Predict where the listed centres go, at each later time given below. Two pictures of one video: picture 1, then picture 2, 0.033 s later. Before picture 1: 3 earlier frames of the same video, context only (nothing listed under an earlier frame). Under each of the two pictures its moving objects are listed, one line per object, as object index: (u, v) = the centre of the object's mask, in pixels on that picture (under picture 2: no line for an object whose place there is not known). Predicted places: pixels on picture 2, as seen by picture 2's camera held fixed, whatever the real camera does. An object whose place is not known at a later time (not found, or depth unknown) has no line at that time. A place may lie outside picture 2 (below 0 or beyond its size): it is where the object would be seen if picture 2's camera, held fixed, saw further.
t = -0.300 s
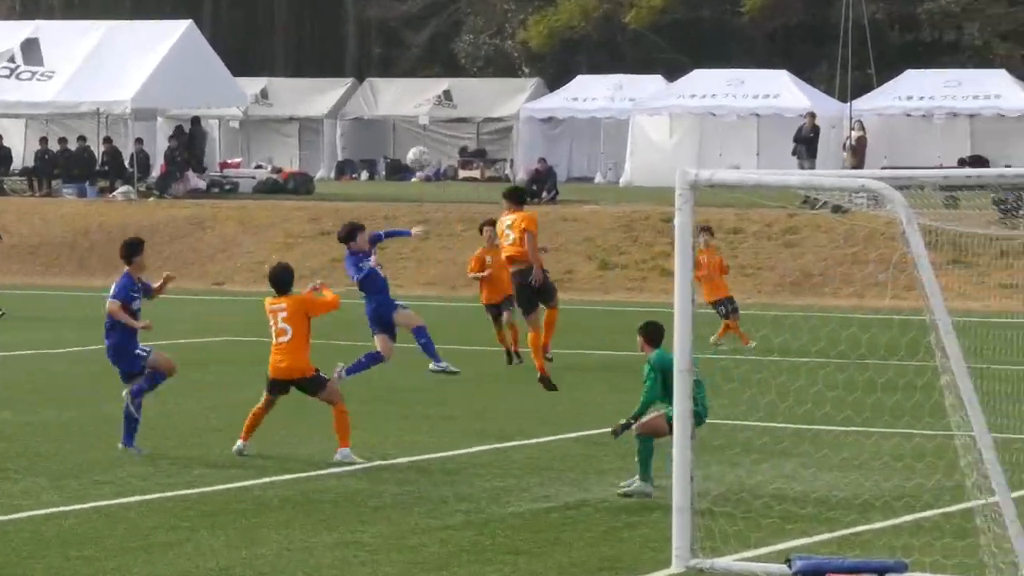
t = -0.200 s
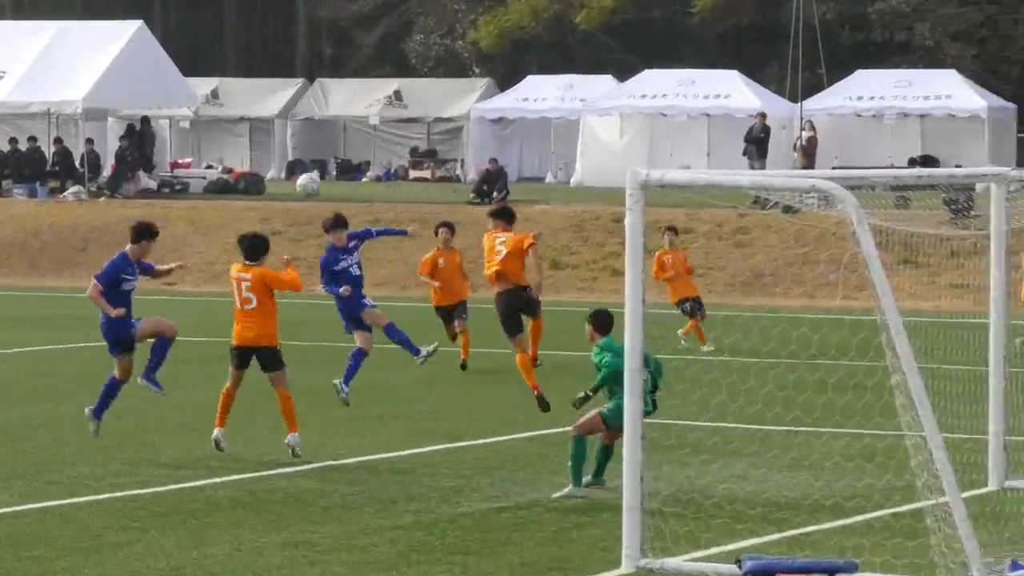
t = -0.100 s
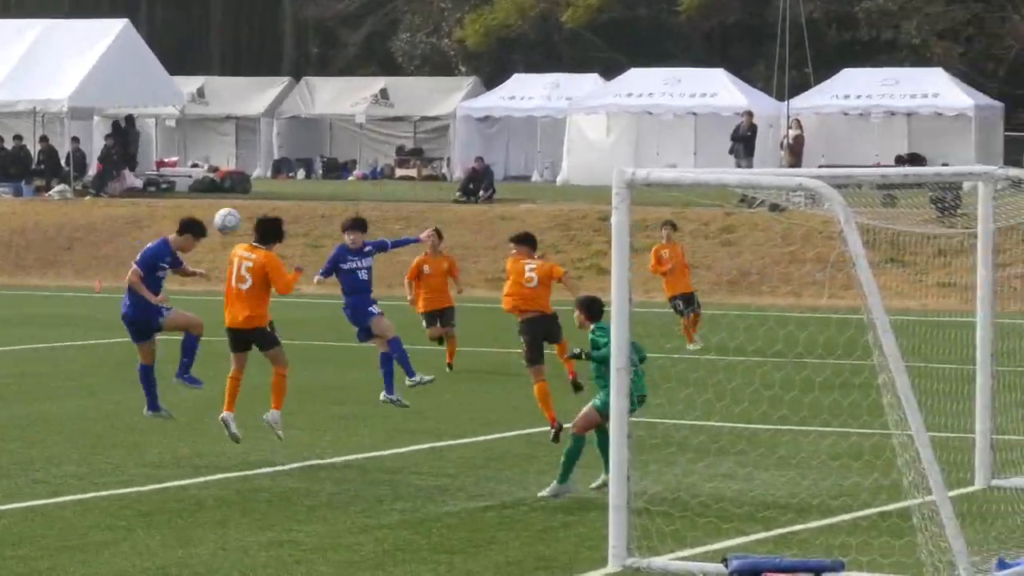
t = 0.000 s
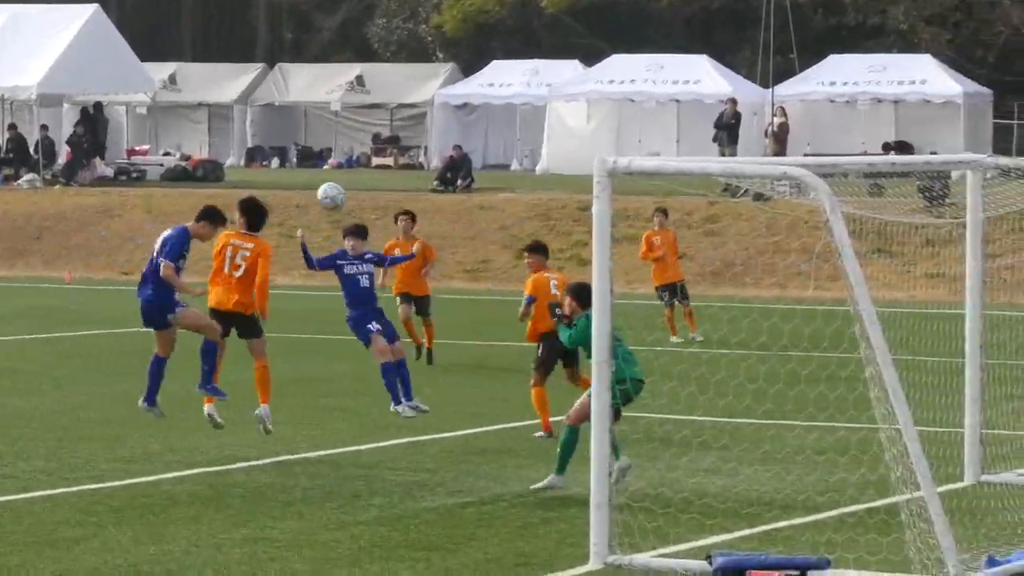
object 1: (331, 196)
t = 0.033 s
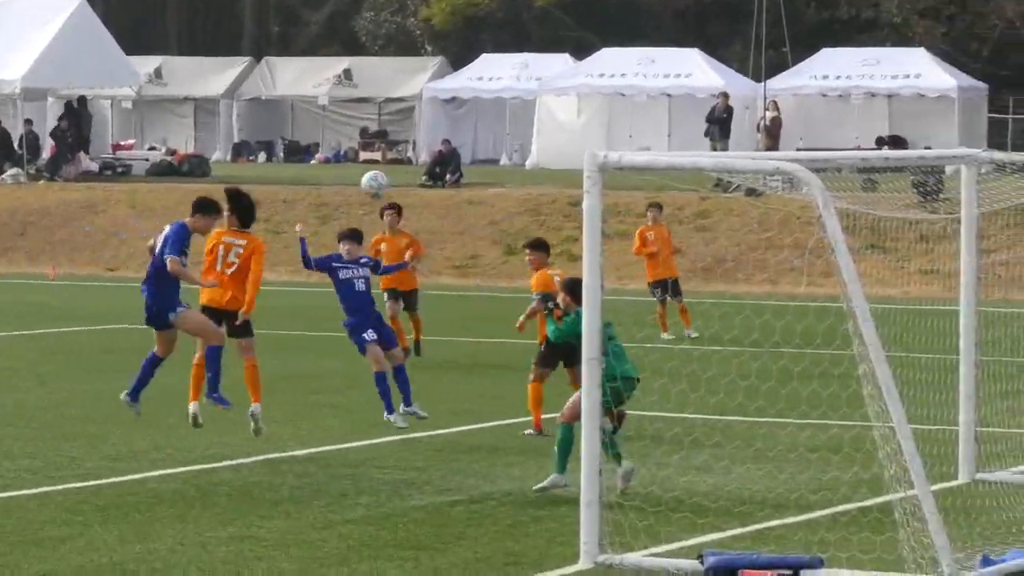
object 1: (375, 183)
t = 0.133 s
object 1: (547, 169)
